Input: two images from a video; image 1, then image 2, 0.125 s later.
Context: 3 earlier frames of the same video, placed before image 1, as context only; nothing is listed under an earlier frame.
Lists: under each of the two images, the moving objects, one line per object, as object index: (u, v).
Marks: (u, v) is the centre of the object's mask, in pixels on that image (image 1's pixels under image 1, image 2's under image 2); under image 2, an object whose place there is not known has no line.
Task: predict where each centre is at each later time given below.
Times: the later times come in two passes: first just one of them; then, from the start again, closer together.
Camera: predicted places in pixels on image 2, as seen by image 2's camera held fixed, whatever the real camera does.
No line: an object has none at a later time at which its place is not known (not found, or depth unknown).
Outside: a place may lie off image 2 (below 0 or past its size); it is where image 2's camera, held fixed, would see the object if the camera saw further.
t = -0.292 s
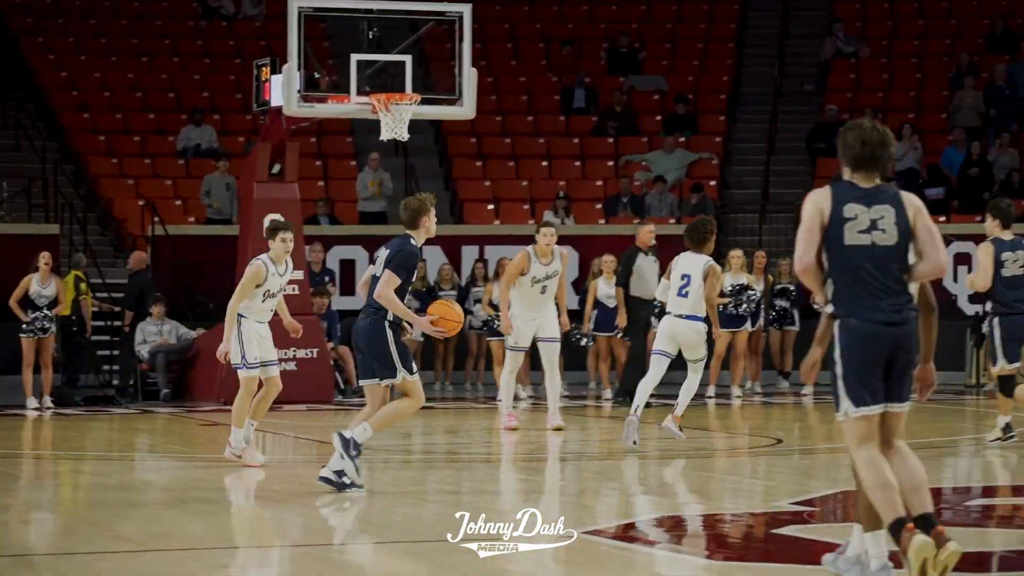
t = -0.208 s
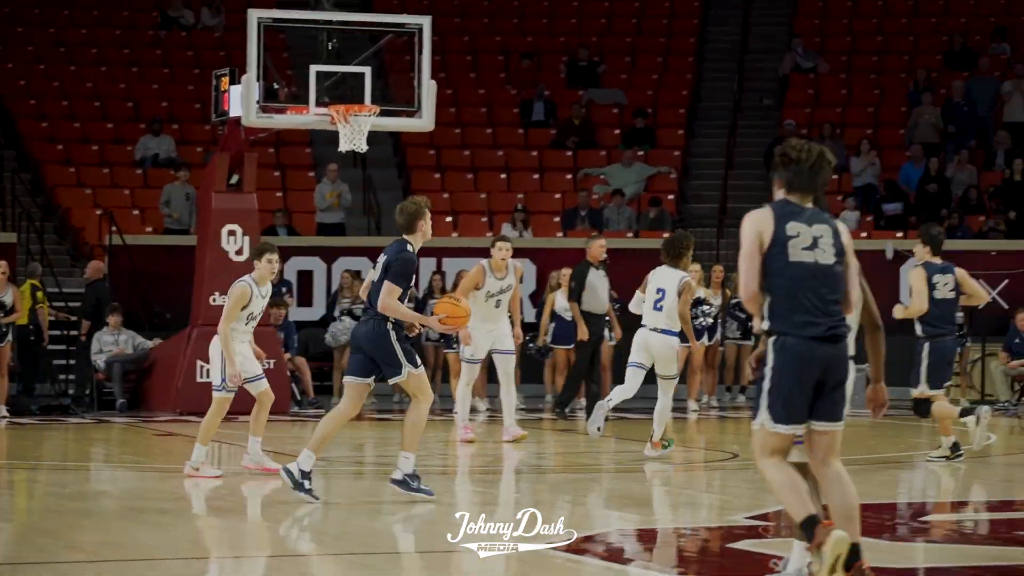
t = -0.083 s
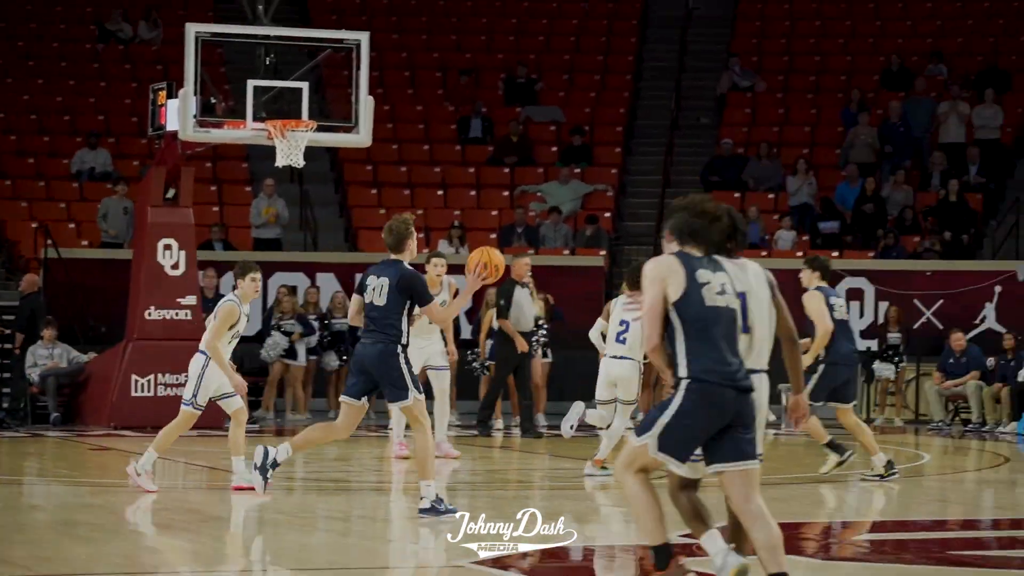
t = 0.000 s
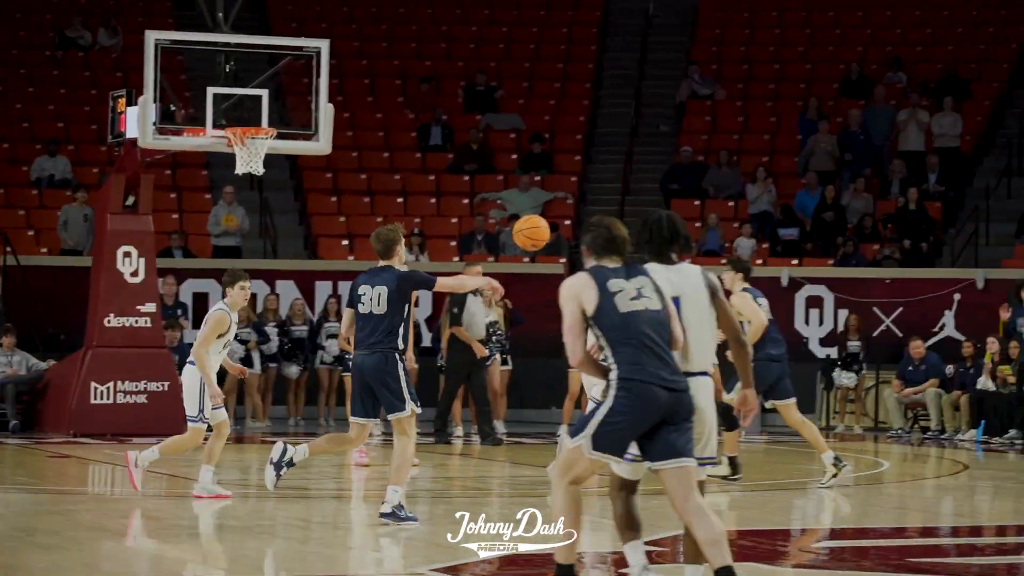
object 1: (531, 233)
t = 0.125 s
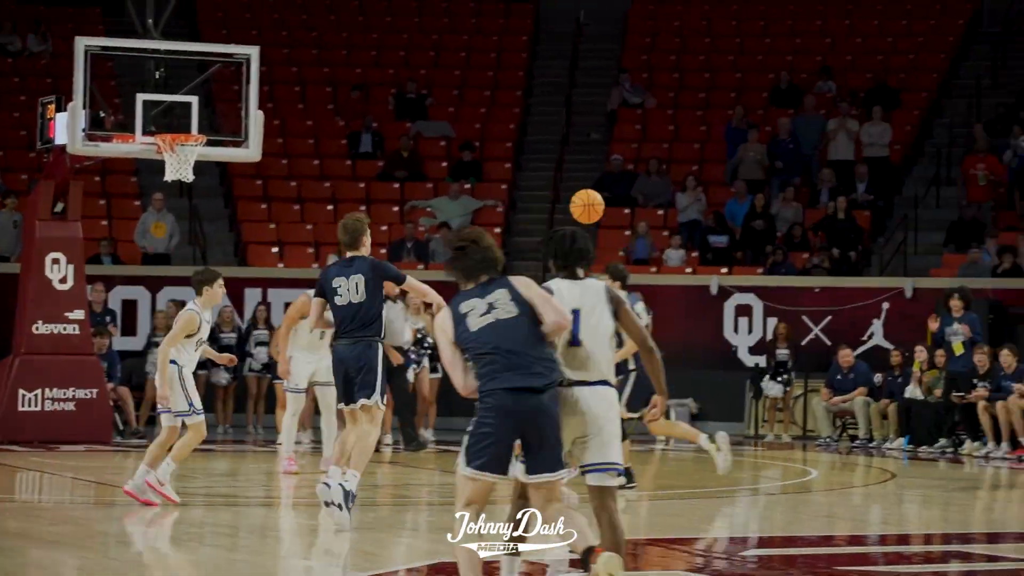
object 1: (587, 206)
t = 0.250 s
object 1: (697, 194)
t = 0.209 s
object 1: (662, 196)
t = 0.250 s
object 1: (697, 194)
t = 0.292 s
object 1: (732, 194)
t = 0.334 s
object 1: (765, 197)
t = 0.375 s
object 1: (797, 201)
